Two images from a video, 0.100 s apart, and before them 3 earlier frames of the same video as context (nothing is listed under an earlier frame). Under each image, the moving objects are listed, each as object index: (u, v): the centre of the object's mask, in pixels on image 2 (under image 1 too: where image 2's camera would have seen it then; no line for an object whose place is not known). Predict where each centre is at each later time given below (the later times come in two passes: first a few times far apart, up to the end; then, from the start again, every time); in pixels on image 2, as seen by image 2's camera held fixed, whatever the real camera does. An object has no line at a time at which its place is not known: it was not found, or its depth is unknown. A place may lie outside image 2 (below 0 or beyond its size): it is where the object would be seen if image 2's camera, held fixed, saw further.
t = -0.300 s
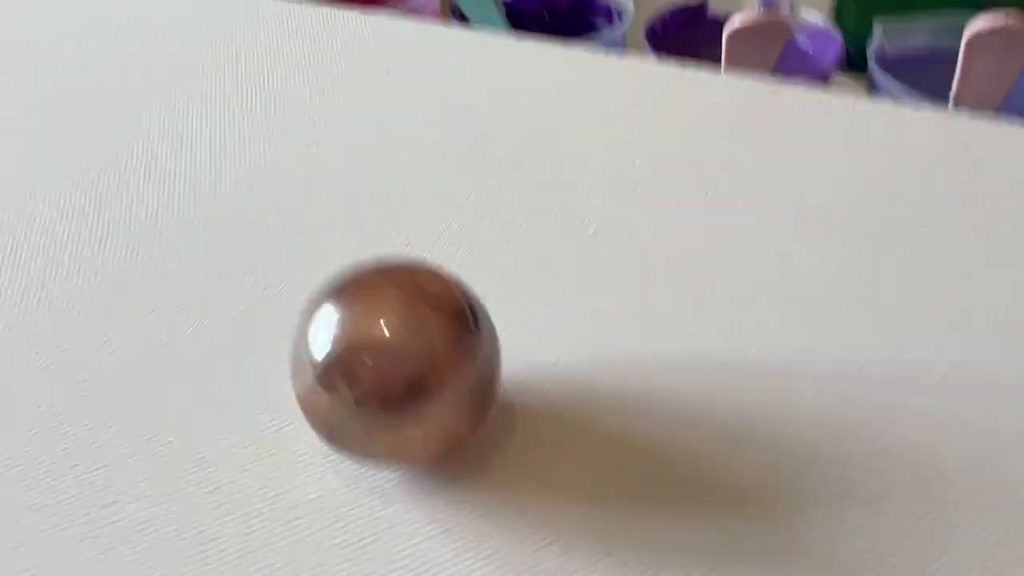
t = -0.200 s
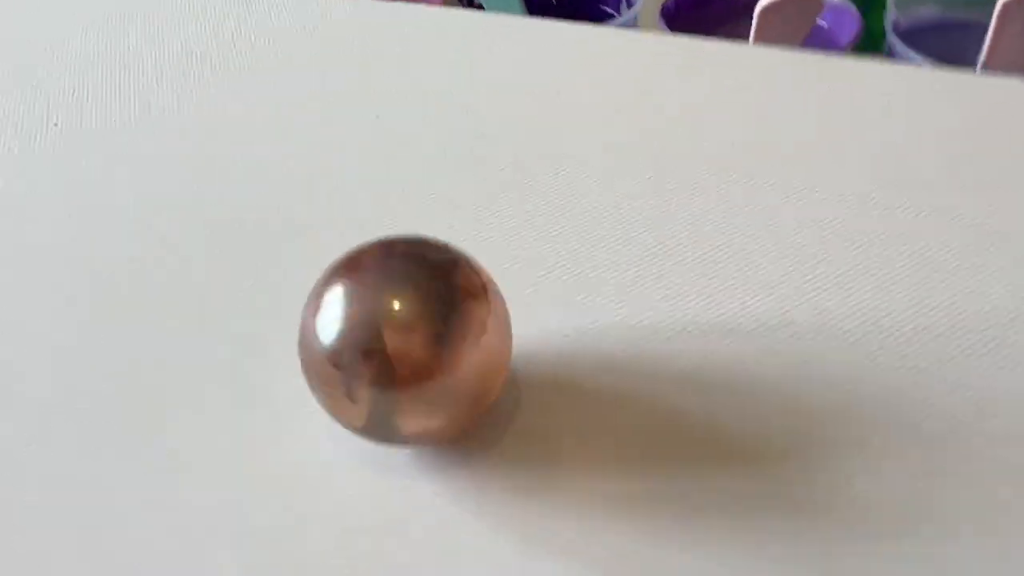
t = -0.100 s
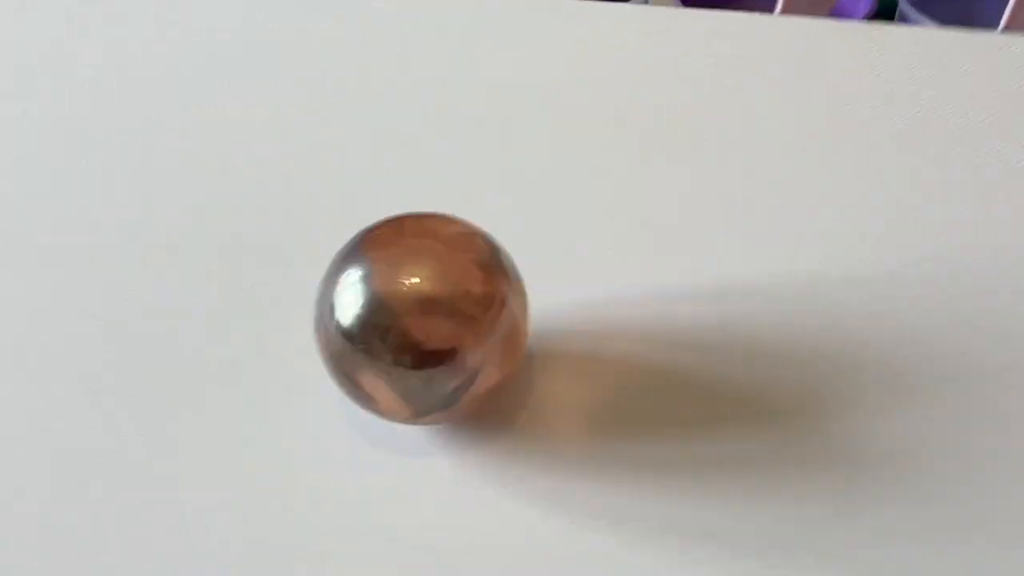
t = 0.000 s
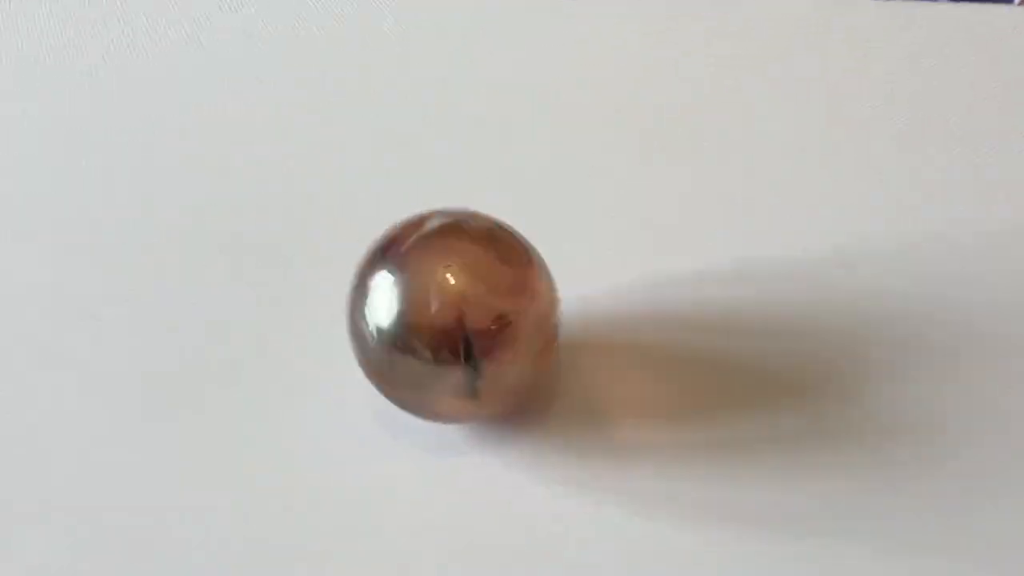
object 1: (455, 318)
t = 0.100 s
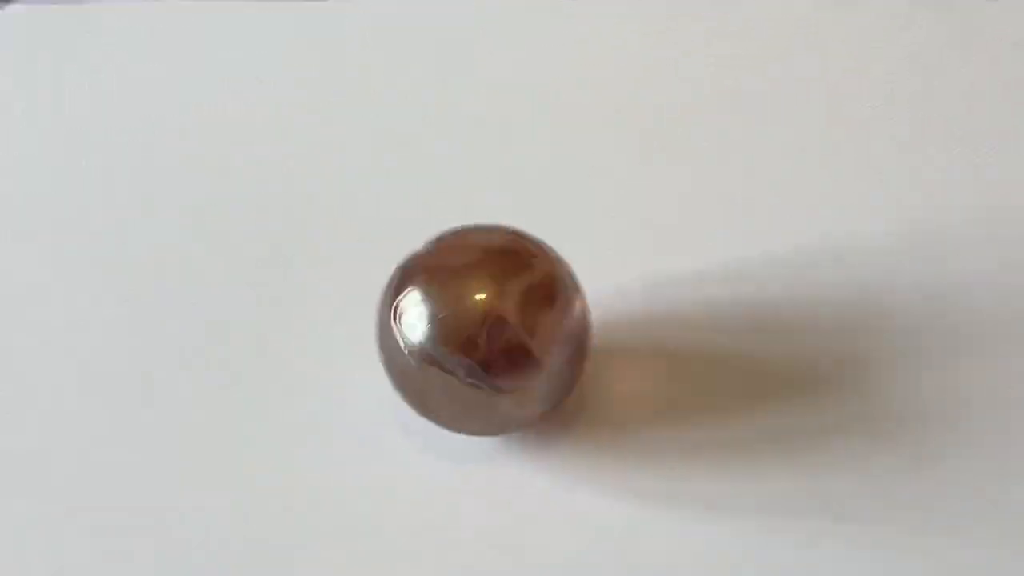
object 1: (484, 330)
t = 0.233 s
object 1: (499, 327)
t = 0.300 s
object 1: (492, 321)
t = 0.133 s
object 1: (491, 331)
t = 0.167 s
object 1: (497, 331)
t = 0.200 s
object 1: (499, 330)
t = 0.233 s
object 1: (499, 327)
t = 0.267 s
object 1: (497, 325)
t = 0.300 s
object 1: (492, 321)
